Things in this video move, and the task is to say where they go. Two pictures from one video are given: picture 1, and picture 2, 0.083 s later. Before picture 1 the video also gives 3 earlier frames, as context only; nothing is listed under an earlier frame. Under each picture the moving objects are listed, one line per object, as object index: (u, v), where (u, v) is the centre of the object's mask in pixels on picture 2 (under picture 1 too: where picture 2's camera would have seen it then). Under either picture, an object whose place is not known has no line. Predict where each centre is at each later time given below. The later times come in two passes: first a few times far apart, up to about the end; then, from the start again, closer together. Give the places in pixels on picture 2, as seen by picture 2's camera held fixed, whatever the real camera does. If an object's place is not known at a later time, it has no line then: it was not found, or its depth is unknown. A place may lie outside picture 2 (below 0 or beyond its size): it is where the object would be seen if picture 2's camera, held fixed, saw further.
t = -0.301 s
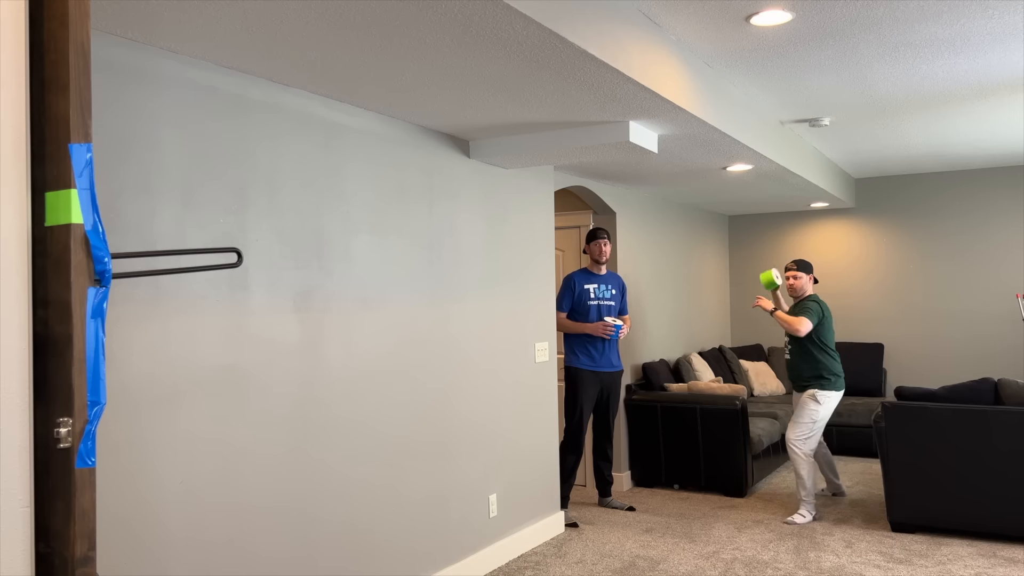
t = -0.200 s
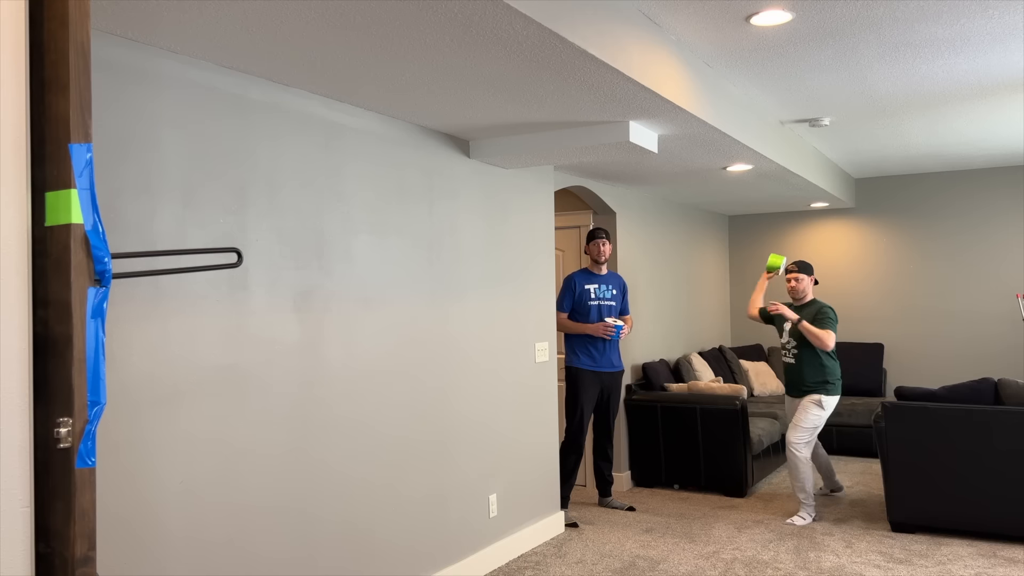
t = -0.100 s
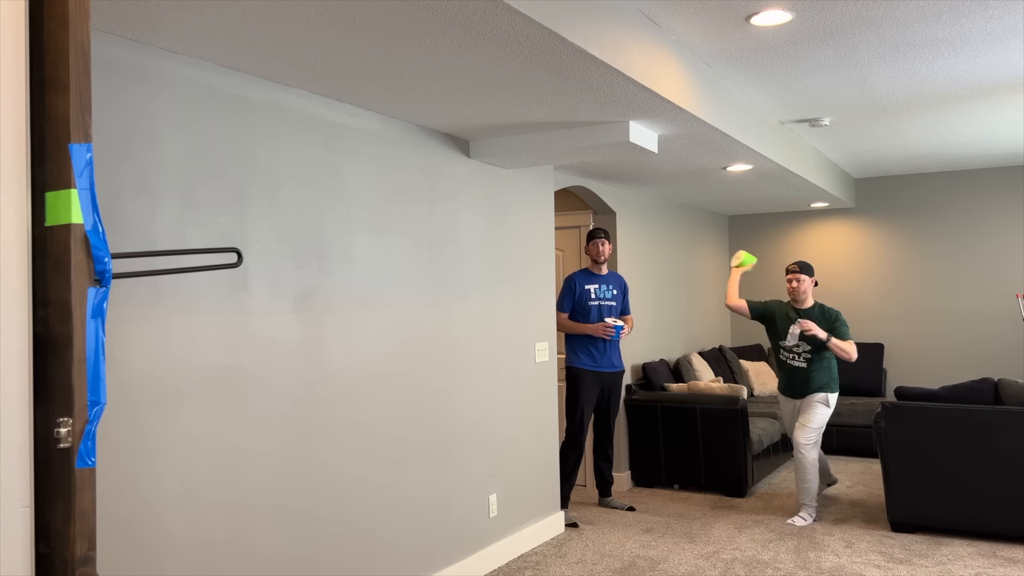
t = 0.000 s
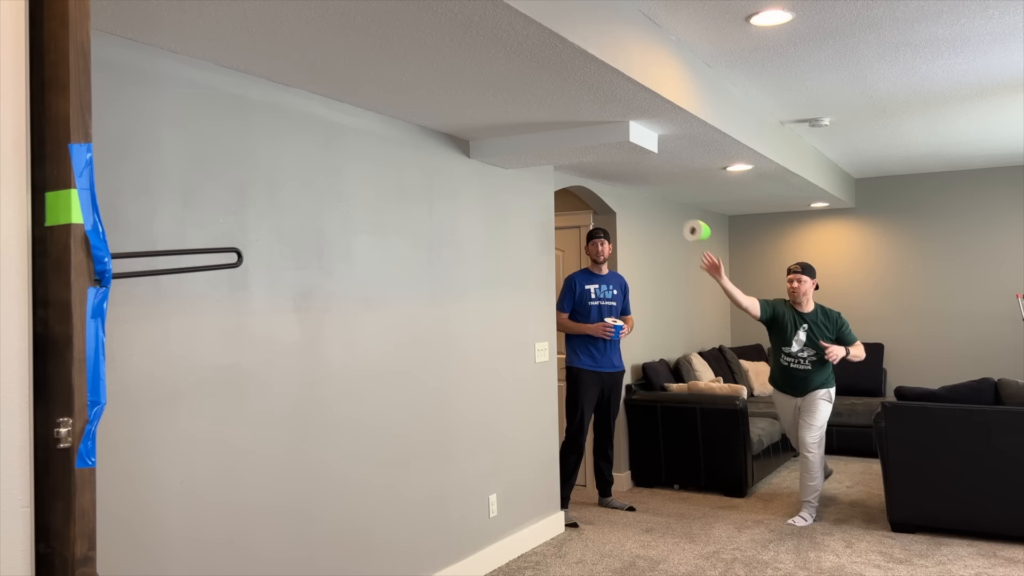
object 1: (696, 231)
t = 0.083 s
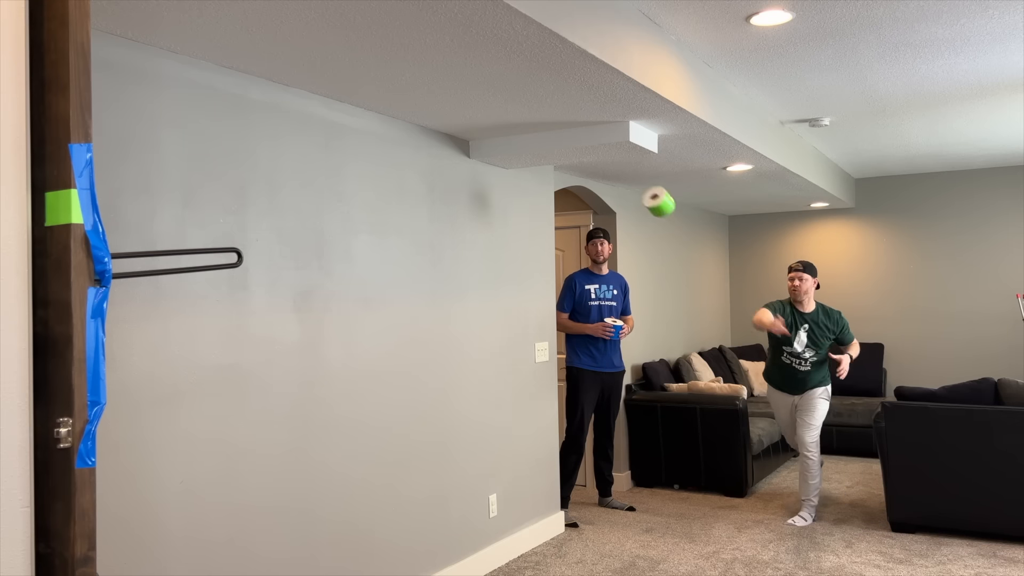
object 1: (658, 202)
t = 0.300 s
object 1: (497, 168)
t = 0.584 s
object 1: (171, 235)
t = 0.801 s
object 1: (109, 372)
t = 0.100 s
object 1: (650, 197)
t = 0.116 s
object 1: (641, 192)
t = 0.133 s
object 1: (634, 188)
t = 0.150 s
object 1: (623, 183)
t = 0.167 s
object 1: (612, 180)
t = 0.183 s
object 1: (600, 177)
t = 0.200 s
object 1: (591, 174)
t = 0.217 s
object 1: (575, 172)
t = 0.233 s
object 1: (563, 169)
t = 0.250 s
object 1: (548, 168)
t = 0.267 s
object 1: (531, 167)
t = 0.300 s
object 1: (497, 168)
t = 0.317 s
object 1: (478, 170)
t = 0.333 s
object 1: (456, 173)
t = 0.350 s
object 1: (433, 178)
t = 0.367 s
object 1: (409, 185)
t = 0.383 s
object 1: (381, 193)
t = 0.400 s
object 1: (351, 203)
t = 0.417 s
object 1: (315, 216)
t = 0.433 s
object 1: (276, 232)
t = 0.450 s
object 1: (239, 252)
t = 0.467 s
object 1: (237, 244)
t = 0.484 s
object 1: (233, 240)
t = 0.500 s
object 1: (227, 234)
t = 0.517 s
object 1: (214, 230)
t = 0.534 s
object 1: (201, 228)
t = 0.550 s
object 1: (191, 229)
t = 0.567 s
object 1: (181, 231)
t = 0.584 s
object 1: (171, 235)
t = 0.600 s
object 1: (162, 240)
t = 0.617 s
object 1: (154, 244)
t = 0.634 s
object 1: (145, 248)
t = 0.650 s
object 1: (147, 276)
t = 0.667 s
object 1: (139, 282)
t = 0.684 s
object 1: (133, 289)
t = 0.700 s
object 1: (129, 297)
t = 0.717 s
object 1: (124, 311)
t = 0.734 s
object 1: (120, 322)
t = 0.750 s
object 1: (115, 334)
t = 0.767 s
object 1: (114, 348)
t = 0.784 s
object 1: (113, 361)
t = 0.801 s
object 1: (109, 372)
